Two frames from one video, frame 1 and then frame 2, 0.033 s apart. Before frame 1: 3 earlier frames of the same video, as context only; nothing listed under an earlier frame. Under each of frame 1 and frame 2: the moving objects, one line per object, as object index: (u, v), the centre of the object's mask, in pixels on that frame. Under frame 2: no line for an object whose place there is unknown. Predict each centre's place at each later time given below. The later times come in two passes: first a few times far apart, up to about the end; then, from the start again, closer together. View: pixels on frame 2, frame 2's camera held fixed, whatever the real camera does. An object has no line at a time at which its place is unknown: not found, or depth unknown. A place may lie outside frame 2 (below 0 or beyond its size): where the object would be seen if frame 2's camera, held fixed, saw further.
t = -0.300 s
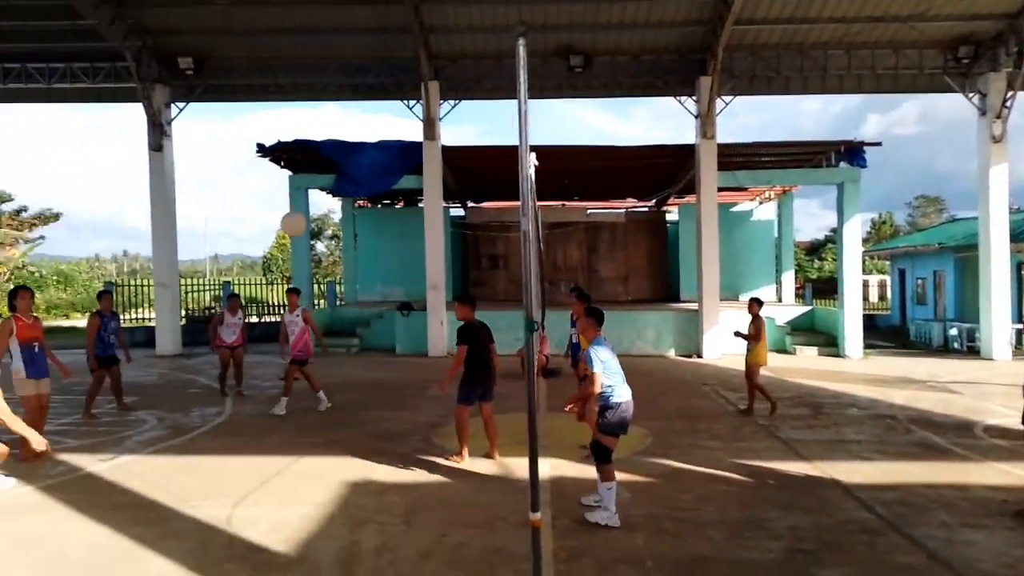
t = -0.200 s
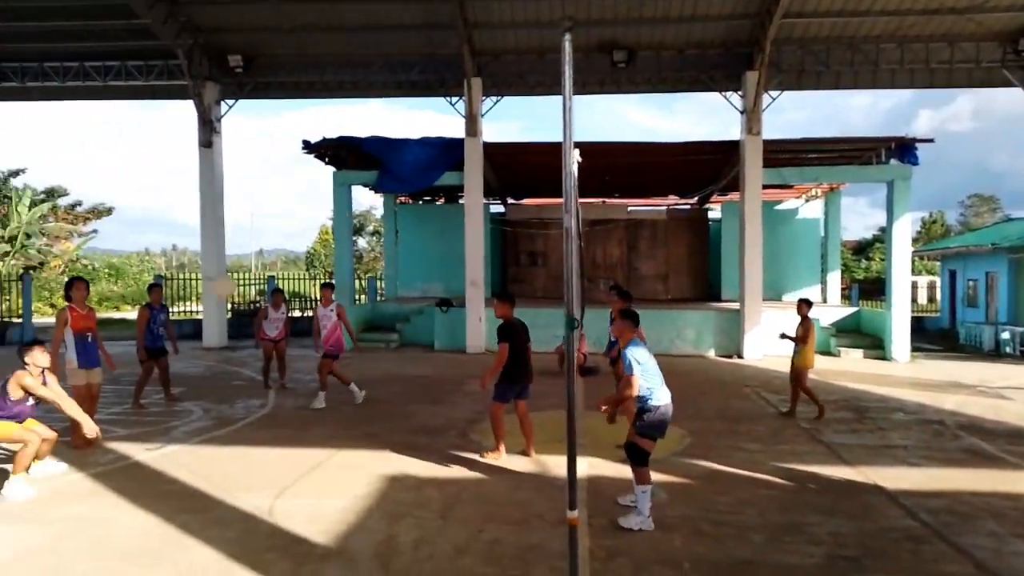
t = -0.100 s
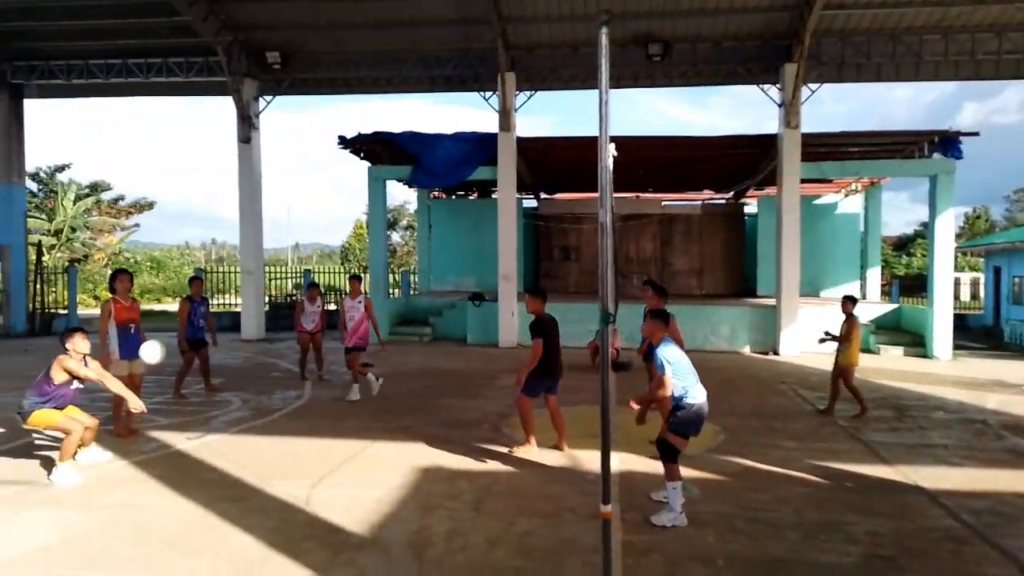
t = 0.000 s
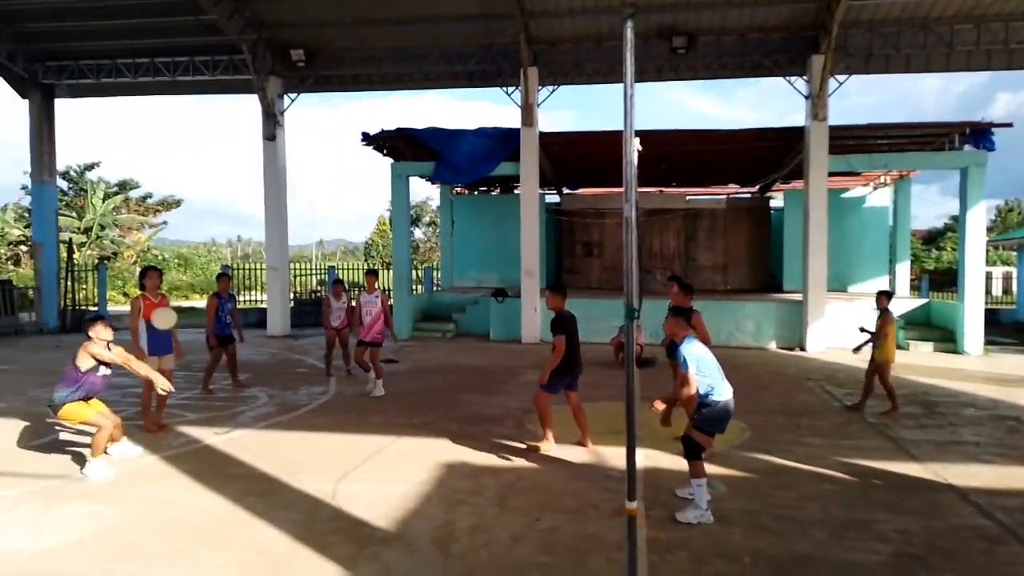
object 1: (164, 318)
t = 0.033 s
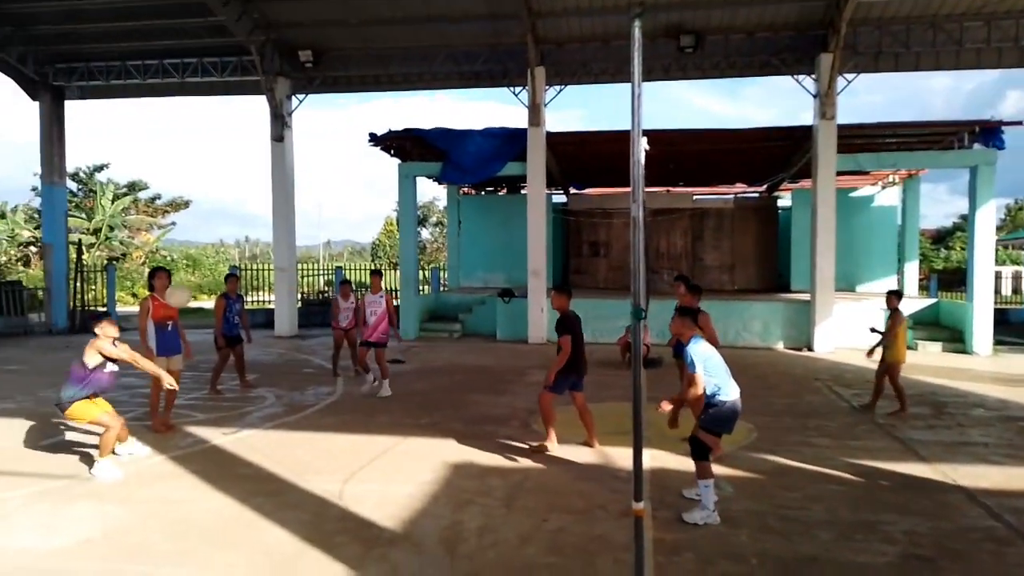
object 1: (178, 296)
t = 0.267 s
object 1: (223, 169)
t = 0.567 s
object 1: (284, 90)
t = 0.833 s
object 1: (343, 106)
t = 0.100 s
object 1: (189, 254)
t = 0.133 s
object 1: (196, 235)
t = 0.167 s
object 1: (203, 217)
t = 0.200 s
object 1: (210, 200)
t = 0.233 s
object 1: (217, 184)
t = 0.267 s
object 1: (223, 169)
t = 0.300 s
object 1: (230, 156)
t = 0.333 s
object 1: (236, 143)
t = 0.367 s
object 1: (242, 132)
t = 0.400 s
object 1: (249, 122)
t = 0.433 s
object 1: (257, 113)
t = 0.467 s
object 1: (264, 105)
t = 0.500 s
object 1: (271, 99)
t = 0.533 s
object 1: (278, 92)
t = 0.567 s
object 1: (284, 90)
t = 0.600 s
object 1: (291, 87)
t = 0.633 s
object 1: (298, 87)
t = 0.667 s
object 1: (306, 86)
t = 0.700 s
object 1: (314, 87)
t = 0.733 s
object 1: (321, 90)
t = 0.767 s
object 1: (328, 94)
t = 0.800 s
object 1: (336, 99)
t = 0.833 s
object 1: (343, 106)
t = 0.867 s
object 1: (351, 114)
